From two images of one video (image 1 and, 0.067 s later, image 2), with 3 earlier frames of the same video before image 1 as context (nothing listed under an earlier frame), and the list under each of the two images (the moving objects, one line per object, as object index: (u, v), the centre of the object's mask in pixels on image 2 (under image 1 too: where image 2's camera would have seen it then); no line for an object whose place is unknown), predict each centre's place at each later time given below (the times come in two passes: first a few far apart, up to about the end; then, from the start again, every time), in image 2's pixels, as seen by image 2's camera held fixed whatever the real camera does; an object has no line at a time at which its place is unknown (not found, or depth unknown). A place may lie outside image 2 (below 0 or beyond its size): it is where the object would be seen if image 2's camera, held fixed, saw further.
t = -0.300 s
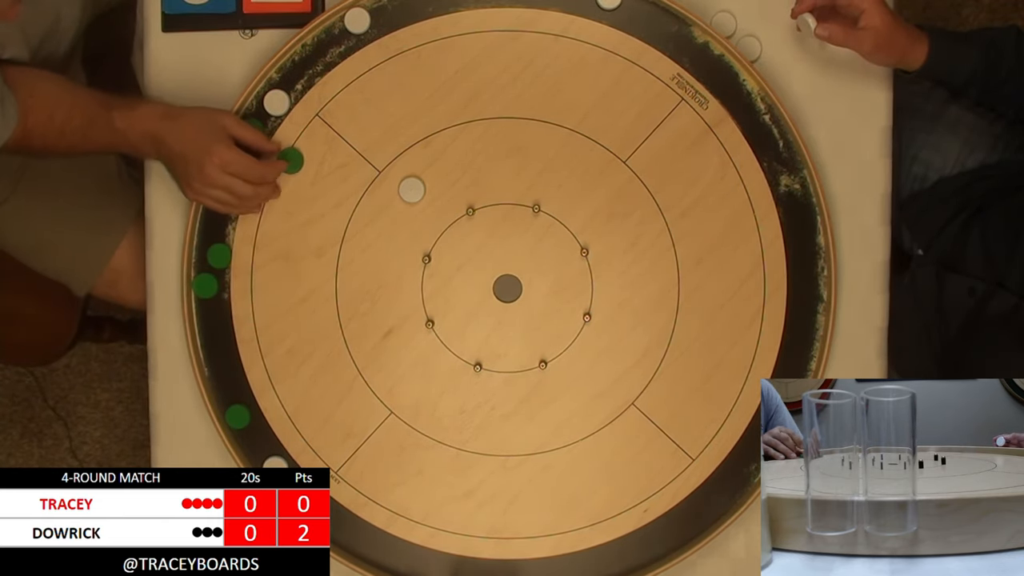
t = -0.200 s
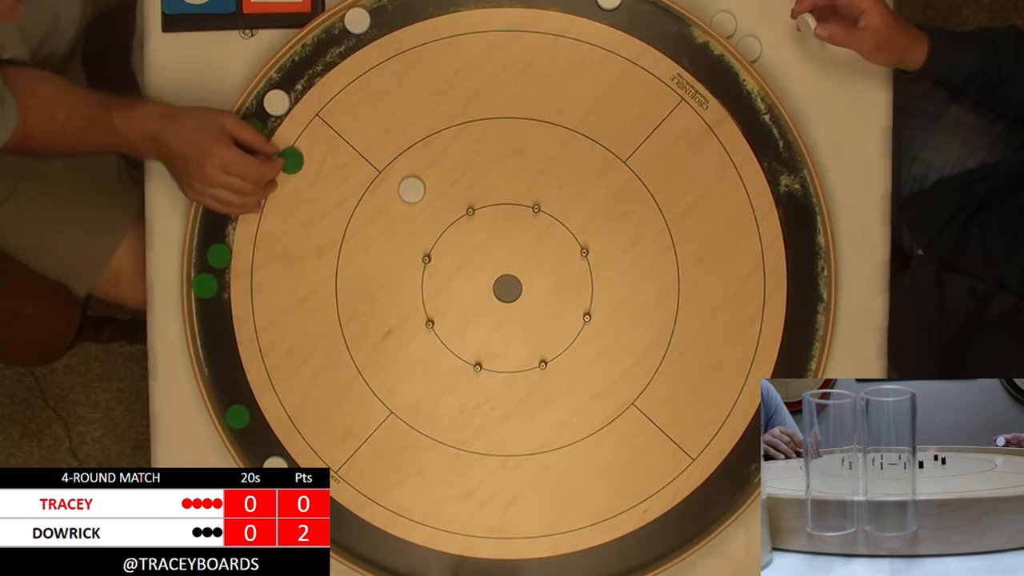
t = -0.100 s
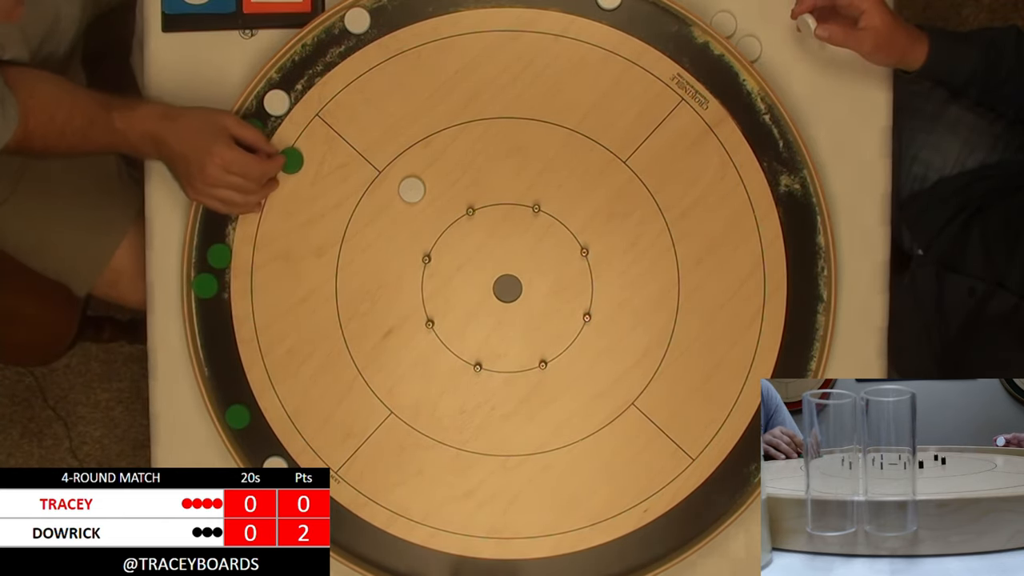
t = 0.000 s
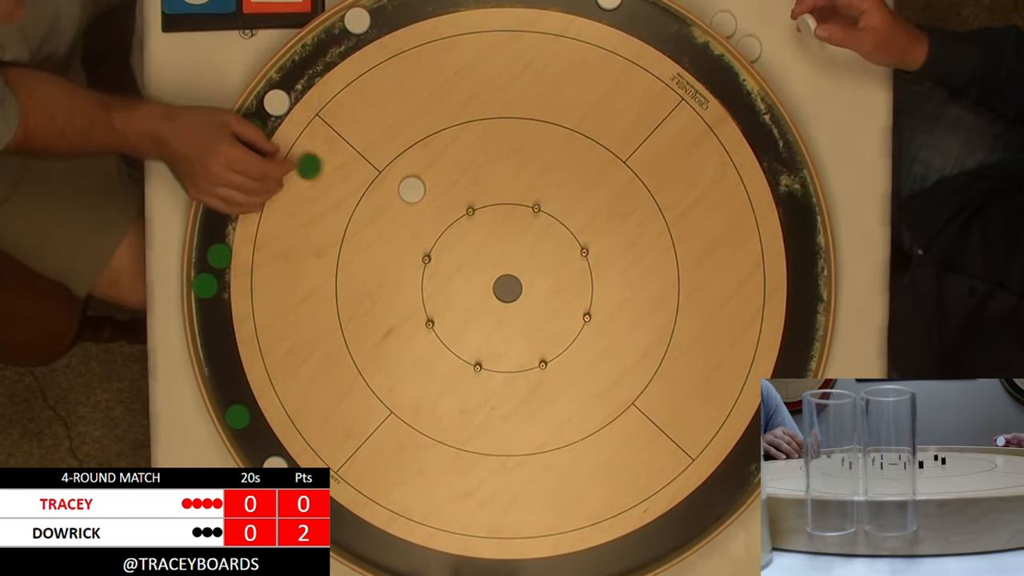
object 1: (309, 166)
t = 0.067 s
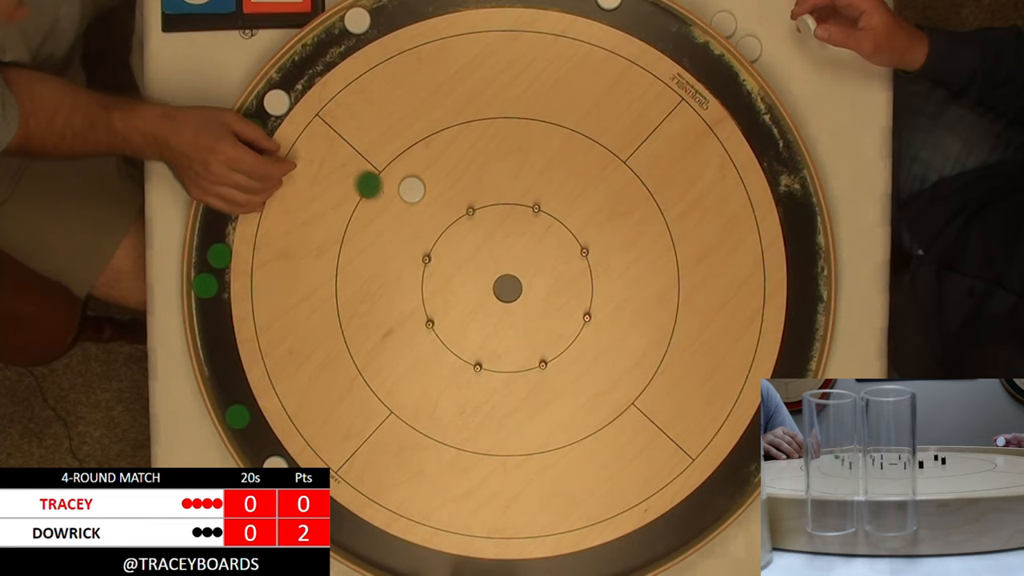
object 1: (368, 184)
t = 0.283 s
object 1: (394, 234)
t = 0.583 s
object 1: (398, 257)
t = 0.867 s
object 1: (399, 257)
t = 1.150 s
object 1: (398, 257)
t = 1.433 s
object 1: (398, 257)
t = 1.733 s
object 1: (398, 257)
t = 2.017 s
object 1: (398, 257)
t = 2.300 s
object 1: (399, 257)
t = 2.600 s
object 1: (399, 257)
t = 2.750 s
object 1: (398, 257)
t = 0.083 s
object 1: (383, 189)
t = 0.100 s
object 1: (385, 194)
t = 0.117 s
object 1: (386, 199)
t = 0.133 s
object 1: (387, 203)
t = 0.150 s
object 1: (388, 207)
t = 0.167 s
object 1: (389, 211)
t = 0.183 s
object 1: (390, 215)
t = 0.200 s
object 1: (391, 218)
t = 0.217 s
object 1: (391, 222)
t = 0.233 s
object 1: (392, 225)
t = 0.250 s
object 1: (393, 228)
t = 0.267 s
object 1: (393, 231)
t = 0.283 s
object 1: (394, 234)
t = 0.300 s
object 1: (395, 237)
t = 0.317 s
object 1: (395, 239)
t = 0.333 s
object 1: (396, 241)
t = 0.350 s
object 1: (396, 243)
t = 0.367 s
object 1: (396, 245)
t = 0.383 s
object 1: (397, 247)
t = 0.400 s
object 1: (397, 249)
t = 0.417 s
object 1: (397, 250)
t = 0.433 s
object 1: (397, 251)
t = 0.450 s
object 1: (397, 253)
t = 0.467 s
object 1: (397, 254)
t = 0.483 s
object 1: (398, 254)
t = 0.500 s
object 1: (398, 255)
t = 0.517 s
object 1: (398, 256)
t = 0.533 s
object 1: (398, 256)
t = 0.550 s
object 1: (398, 257)
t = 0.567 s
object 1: (398, 257)
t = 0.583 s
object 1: (398, 257)
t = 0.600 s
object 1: (398, 257)
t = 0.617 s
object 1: (399, 257)
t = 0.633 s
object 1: (399, 257)
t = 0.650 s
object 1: (399, 257)
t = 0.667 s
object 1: (399, 257)
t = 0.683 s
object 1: (398, 257)
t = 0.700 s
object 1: (398, 257)
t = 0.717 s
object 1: (398, 257)
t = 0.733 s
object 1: (398, 257)
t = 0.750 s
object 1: (398, 257)
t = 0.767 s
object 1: (398, 257)
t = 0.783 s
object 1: (399, 257)
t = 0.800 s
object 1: (398, 257)
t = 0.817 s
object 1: (398, 257)
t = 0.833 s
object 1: (398, 257)
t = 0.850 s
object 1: (399, 257)
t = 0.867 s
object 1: (399, 257)
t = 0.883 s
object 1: (399, 257)
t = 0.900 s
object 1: (399, 257)
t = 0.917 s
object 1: (399, 257)
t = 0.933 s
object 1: (399, 257)
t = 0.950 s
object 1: (399, 257)
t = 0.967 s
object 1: (399, 257)
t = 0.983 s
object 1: (398, 257)
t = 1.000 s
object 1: (398, 257)
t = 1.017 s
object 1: (399, 257)
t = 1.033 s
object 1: (399, 257)
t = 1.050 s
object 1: (399, 257)
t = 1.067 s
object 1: (398, 257)
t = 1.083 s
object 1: (398, 257)
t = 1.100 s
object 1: (398, 257)
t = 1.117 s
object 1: (398, 257)
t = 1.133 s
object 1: (398, 257)
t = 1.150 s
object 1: (398, 257)
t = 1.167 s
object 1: (398, 257)
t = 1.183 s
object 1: (398, 257)
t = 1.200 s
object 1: (398, 257)
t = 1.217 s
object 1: (399, 257)
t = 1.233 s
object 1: (398, 257)
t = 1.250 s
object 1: (398, 257)
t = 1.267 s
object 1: (398, 257)
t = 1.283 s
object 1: (398, 257)
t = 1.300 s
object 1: (398, 257)
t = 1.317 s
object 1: (398, 257)
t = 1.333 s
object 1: (398, 257)
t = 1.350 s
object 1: (399, 257)
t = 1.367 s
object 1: (398, 257)
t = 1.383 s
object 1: (398, 257)
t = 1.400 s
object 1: (398, 257)
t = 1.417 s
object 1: (398, 257)
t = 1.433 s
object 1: (398, 257)
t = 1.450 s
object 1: (398, 257)
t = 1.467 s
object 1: (399, 257)
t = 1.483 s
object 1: (398, 257)
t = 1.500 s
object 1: (399, 257)
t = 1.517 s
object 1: (398, 257)
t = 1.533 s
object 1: (399, 257)
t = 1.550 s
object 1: (399, 257)
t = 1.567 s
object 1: (398, 257)
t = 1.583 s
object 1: (398, 257)
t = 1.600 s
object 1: (398, 257)
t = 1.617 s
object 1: (399, 257)
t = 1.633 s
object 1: (398, 257)
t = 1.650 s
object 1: (399, 257)
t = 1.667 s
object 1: (398, 257)
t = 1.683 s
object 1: (399, 257)
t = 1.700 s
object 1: (398, 257)
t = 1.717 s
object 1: (399, 257)
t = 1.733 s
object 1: (398, 257)
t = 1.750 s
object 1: (399, 257)
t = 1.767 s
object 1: (398, 257)
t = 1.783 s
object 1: (398, 257)
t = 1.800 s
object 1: (398, 257)
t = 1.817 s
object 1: (398, 257)
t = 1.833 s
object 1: (399, 257)
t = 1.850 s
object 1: (399, 257)
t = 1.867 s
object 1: (398, 257)
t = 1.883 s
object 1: (398, 257)
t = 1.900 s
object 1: (399, 257)
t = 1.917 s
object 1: (399, 257)
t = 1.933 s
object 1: (398, 257)
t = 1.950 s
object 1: (399, 257)
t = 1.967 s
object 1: (399, 257)
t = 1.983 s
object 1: (398, 257)
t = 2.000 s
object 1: (399, 257)
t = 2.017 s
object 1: (398, 257)
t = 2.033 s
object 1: (399, 257)
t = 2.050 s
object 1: (399, 257)
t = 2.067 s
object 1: (398, 257)
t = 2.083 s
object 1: (398, 257)
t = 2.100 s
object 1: (399, 257)
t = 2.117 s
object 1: (398, 257)
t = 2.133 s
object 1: (399, 257)
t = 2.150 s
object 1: (399, 257)
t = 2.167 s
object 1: (398, 257)
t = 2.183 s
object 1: (399, 257)
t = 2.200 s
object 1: (399, 257)
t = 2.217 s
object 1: (399, 257)
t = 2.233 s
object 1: (398, 257)
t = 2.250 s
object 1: (398, 257)
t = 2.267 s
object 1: (398, 257)
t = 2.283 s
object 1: (399, 257)
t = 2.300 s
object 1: (399, 257)
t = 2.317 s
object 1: (399, 257)
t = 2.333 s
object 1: (398, 257)
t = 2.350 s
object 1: (399, 257)
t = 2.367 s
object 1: (399, 257)
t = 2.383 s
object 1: (399, 257)
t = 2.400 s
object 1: (398, 257)
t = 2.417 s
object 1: (398, 257)
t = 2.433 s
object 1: (399, 257)
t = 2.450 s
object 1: (398, 257)
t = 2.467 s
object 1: (398, 257)
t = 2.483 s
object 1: (398, 257)
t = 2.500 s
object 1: (399, 257)
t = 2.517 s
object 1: (399, 257)
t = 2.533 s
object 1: (399, 257)
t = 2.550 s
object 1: (398, 257)
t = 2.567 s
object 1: (398, 257)
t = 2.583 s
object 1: (398, 257)
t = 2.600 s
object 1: (399, 257)
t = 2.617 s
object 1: (398, 257)
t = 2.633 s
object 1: (399, 257)
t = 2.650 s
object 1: (398, 257)
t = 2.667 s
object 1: (398, 257)
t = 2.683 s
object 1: (398, 257)
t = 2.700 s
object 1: (399, 257)
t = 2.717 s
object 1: (399, 257)
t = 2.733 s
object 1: (399, 257)
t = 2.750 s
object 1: (398, 257)
